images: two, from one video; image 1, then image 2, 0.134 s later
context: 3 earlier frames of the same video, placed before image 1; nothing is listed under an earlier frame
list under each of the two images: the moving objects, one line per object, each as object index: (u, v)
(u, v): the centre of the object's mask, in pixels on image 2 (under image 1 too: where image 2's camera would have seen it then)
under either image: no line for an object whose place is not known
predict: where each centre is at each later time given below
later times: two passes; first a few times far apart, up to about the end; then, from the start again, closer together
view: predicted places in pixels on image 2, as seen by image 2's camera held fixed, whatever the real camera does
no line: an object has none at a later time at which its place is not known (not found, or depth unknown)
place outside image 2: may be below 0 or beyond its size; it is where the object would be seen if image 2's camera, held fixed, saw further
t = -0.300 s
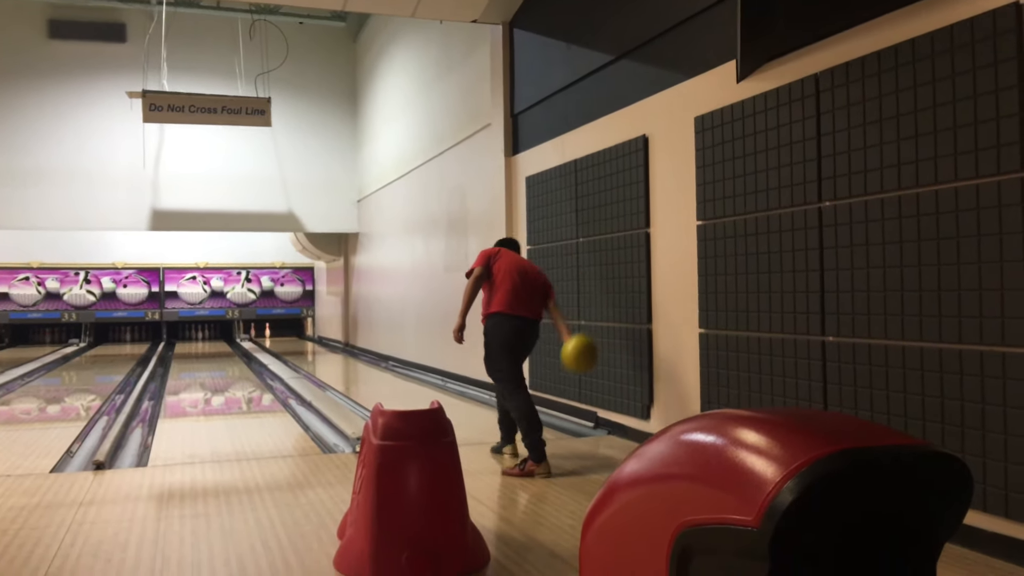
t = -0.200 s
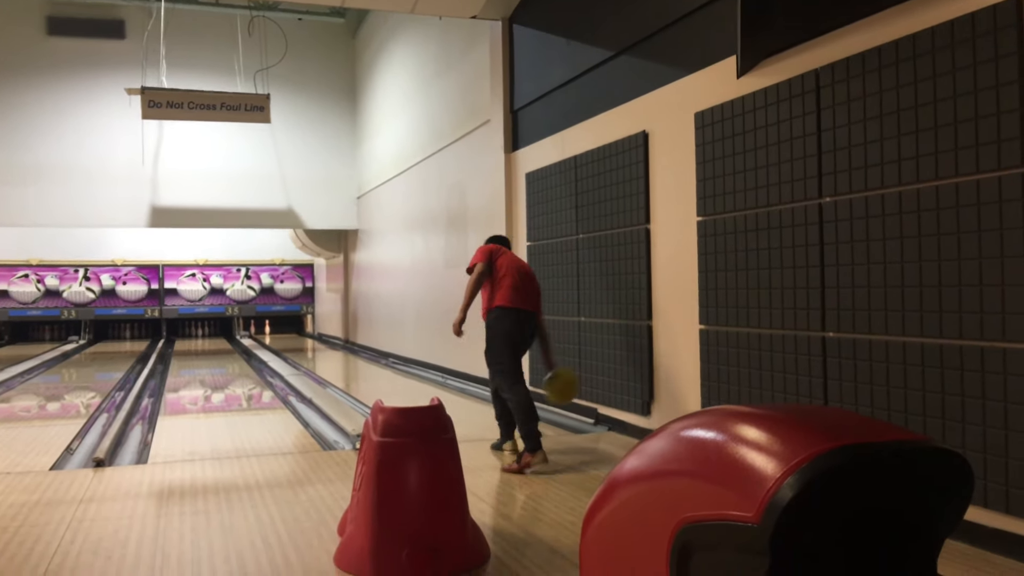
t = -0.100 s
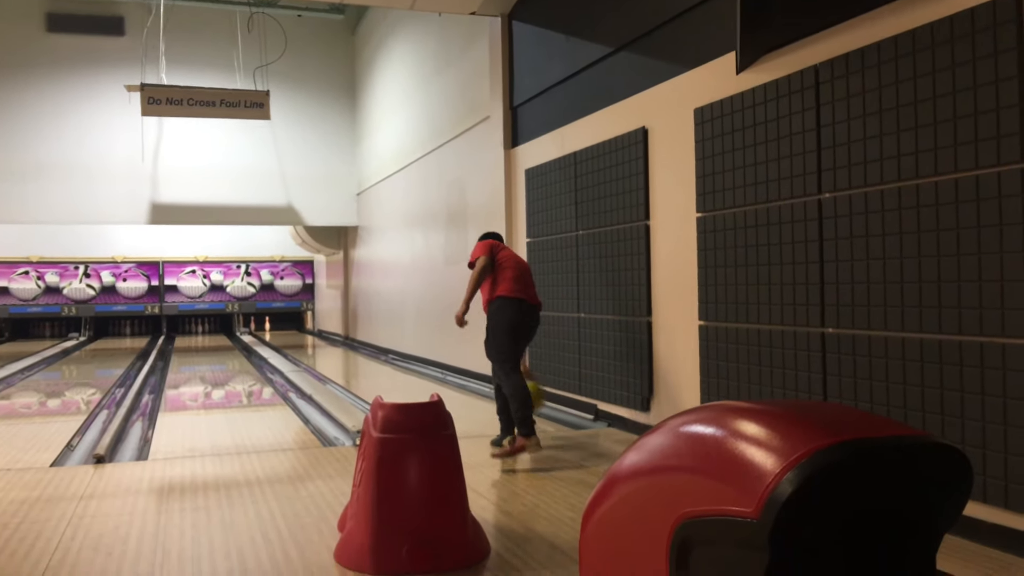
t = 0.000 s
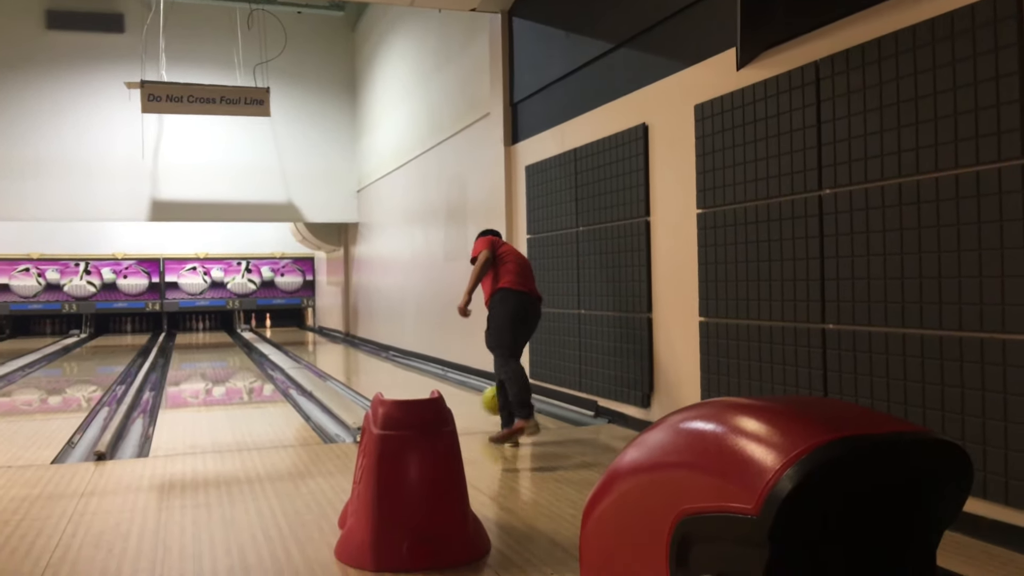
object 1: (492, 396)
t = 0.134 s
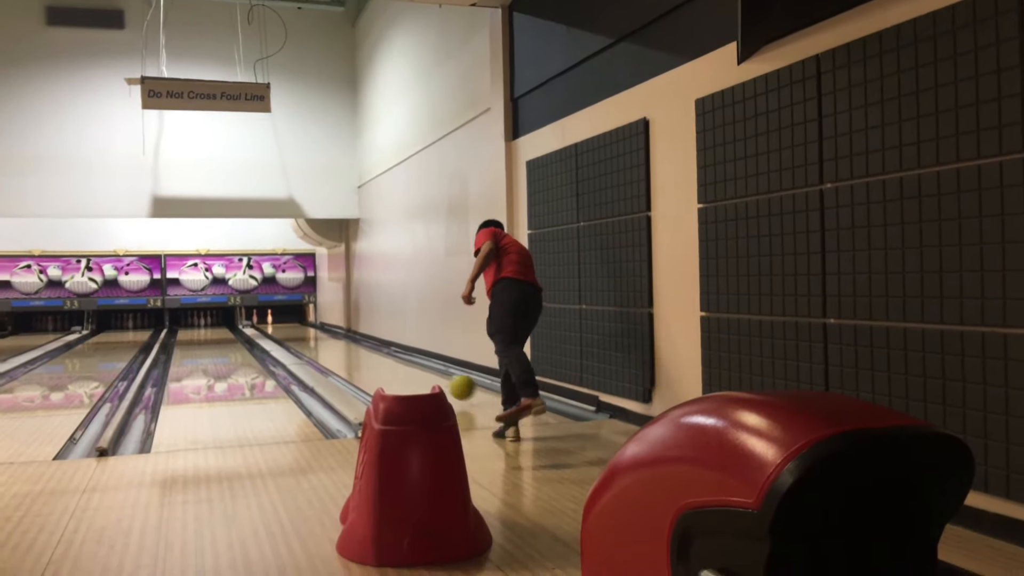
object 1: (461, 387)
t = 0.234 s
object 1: (440, 381)
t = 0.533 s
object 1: (389, 367)
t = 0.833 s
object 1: (355, 355)
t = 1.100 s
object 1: (333, 347)
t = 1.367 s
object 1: (316, 341)
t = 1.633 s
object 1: (303, 337)
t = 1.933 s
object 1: (291, 333)
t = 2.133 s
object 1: (284, 331)
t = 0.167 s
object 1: (454, 385)
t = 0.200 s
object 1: (447, 384)
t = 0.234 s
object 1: (440, 381)
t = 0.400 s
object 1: (409, 374)
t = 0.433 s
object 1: (404, 372)
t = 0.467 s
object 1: (399, 371)
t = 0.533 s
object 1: (389, 367)
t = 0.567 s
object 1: (385, 366)
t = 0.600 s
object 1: (380, 364)
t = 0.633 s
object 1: (376, 362)
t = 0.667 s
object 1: (372, 361)
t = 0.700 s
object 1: (368, 360)
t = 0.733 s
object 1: (365, 358)
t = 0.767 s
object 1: (362, 357)
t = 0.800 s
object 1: (358, 356)
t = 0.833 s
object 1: (355, 355)
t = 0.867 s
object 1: (352, 354)
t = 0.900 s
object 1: (349, 353)
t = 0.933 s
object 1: (346, 352)
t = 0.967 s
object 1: (343, 351)
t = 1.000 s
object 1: (340, 350)
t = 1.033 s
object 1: (338, 349)
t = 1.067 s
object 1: (335, 348)
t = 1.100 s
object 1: (333, 347)
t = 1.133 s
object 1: (331, 346)
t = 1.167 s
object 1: (328, 346)
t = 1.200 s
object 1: (326, 345)
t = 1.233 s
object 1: (324, 344)
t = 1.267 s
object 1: (322, 344)
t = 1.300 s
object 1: (320, 343)
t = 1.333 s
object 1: (318, 342)
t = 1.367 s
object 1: (316, 341)
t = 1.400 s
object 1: (314, 341)
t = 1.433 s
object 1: (313, 340)
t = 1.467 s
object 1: (311, 340)
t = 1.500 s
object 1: (309, 339)
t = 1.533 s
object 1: (308, 339)
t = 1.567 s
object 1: (306, 338)
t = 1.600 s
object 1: (304, 337)
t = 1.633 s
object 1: (303, 337)
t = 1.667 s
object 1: (301, 336)
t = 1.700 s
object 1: (300, 336)
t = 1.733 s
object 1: (299, 335)
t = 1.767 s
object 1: (298, 335)
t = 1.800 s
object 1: (296, 334)
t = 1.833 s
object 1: (295, 334)
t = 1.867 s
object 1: (294, 333)
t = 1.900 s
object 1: (292, 333)
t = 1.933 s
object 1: (291, 333)
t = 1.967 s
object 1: (290, 332)
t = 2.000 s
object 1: (289, 332)
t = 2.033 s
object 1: (288, 332)
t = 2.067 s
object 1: (286, 332)
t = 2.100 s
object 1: (286, 331)
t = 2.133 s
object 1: (284, 331)
